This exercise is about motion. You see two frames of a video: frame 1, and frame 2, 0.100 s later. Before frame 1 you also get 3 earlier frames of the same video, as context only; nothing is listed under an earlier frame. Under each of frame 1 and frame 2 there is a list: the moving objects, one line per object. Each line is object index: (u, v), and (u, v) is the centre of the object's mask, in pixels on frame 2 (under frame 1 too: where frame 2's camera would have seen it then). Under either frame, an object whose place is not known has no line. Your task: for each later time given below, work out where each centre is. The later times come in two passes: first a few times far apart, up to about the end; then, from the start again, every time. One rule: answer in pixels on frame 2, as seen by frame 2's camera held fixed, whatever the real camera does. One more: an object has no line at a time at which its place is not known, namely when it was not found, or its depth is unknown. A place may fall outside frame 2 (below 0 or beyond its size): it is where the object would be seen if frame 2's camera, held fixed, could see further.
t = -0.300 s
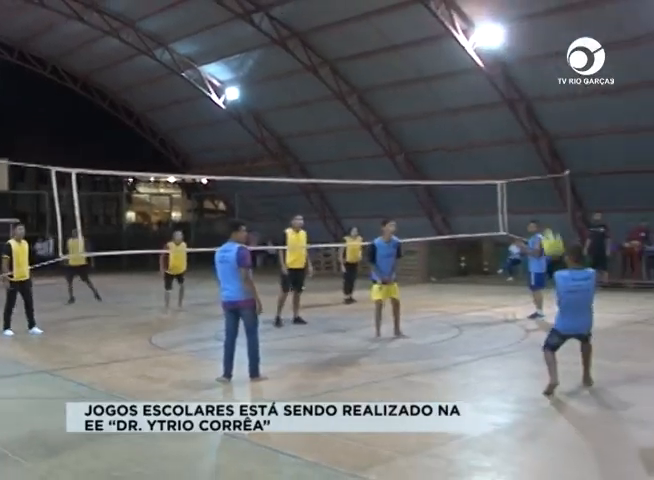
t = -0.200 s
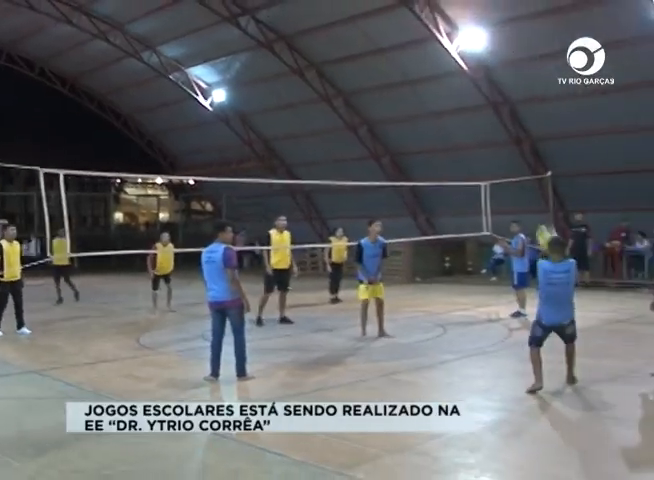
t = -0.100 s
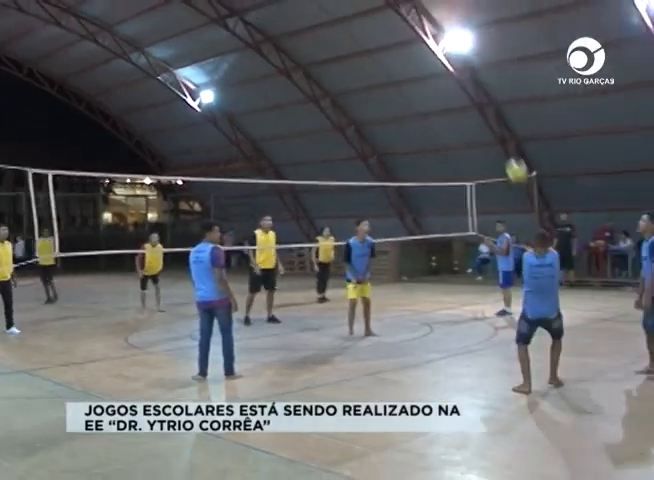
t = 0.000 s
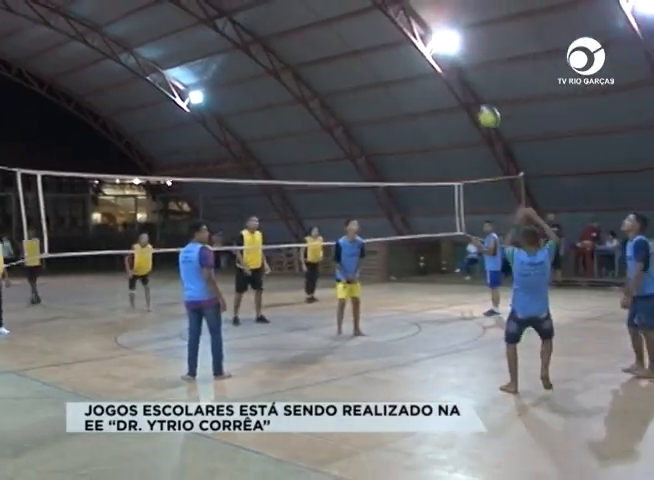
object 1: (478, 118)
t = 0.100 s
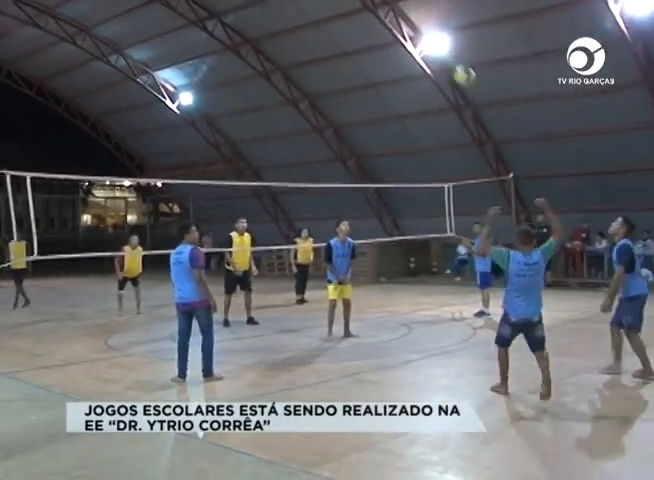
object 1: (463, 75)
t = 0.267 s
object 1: (442, 25)
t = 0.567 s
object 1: (409, 6)
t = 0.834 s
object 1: (383, 46)
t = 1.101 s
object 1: (363, 135)
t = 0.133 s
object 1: (459, 63)
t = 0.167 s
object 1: (458, 53)
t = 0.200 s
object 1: (455, 42)
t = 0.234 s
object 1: (448, 31)
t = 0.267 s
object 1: (442, 25)
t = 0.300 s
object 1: (438, 19)
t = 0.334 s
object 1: (434, 15)
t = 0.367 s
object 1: (430, 12)
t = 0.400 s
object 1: (426, 8)
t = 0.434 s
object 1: (422, 6)
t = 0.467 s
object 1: (419, 4)
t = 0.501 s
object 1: (415, 3)
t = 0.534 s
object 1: (411, 4)
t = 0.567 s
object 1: (409, 6)
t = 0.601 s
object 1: (405, 8)
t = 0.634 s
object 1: (401, 10)
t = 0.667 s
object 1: (399, 15)
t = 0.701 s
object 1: (395, 18)
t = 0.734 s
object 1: (392, 24)
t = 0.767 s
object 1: (389, 31)
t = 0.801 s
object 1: (386, 38)
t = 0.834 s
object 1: (383, 46)
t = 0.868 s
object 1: (381, 54)
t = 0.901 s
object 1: (378, 63)
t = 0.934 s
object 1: (376, 73)
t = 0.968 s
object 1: (373, 85)
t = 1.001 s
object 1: (371, 96)
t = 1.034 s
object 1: (368, 109)
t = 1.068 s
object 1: (366, 122)
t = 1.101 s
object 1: (363, 135)
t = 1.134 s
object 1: (361, 150)
